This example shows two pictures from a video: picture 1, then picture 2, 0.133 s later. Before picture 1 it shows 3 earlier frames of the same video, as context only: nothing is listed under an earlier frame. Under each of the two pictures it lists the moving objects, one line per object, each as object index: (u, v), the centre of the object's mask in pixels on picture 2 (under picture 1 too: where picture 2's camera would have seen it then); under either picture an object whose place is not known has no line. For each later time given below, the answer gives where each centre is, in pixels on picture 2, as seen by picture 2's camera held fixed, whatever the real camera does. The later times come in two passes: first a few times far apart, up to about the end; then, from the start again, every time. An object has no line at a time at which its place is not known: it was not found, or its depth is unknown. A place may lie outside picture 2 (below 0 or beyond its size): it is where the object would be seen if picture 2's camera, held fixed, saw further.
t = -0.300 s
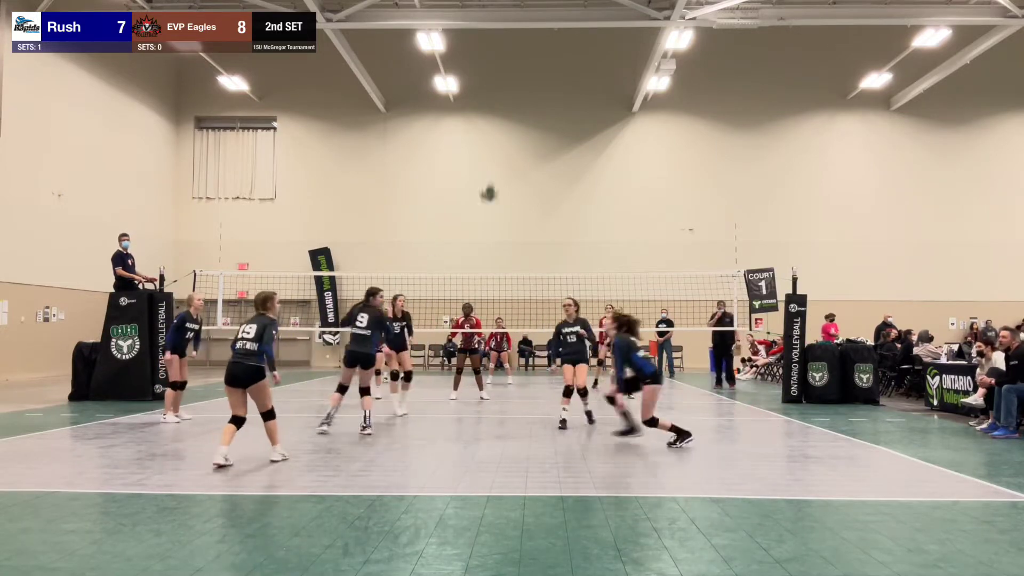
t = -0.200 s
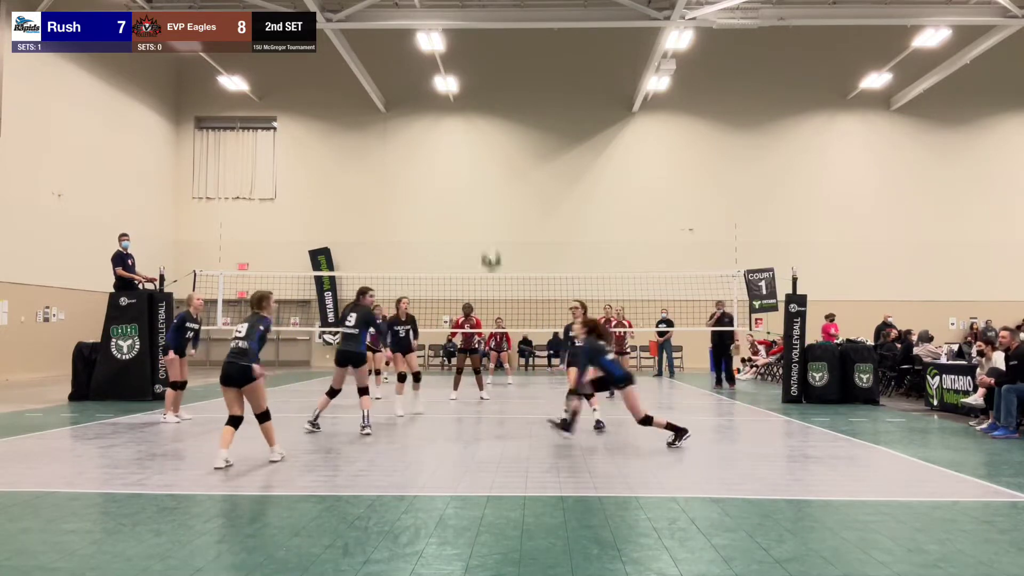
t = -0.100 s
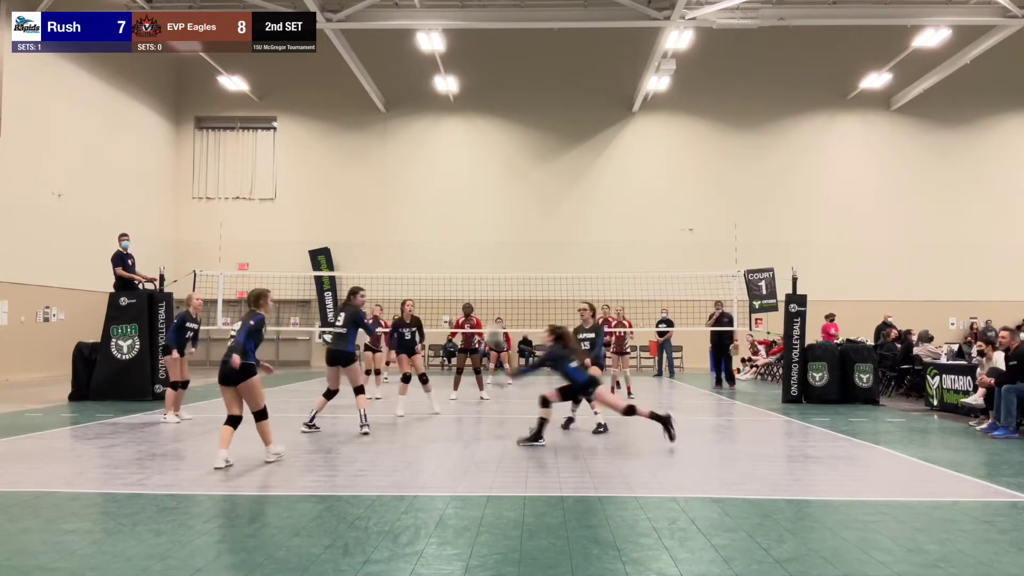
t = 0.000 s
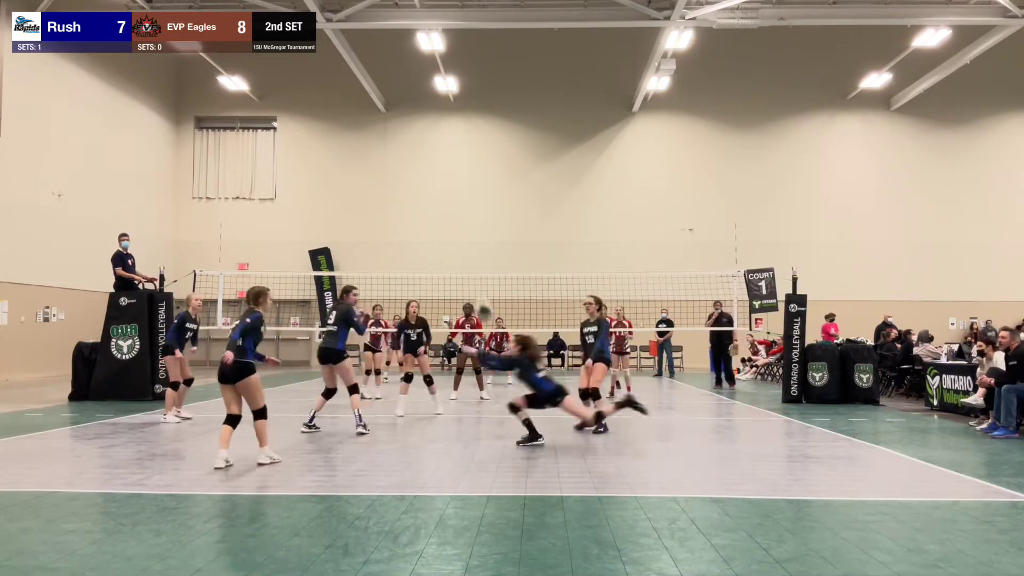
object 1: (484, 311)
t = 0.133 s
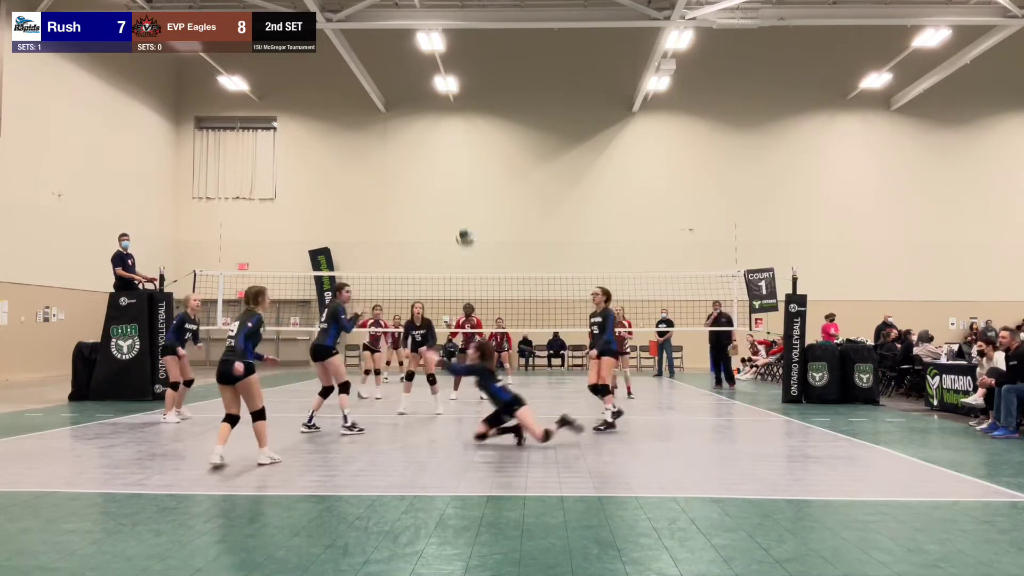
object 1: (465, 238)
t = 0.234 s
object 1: (454, 199)
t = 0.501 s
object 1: (428, 144)
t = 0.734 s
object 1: (410, 146)
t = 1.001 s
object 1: (391, 192)
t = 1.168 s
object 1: (380, 241)
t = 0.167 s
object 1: (461, 223)
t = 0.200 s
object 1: (457, 211)
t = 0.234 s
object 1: (454, 199)
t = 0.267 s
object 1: (450, 188)
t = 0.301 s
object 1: (447, 178)
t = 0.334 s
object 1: (443, 170)
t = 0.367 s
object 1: (440, 162)
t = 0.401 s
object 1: (437, 156)
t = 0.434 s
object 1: (434, 151)
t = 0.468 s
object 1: (431, 148)
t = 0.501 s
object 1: (428, 144)
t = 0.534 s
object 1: (425, 142)
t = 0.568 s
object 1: (422, 140)
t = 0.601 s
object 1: (419, 140)
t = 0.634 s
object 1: (417, 140)
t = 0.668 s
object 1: (414, 141)
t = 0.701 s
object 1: (412, 143)
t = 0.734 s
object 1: (410, 146)
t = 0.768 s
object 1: (407, 149)
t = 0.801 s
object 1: (405, 153)
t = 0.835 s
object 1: (402, 158)
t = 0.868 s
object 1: (400, 163)
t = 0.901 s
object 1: (397, 169)
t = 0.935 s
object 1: (395, 177)
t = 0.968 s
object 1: (393, 184)
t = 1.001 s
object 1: (391, 192)
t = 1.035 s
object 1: (389, 200)
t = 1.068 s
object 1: (386, 209)
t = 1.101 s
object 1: (384, 219)
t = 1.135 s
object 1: (382, 229)
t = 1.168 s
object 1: (380, 241)
